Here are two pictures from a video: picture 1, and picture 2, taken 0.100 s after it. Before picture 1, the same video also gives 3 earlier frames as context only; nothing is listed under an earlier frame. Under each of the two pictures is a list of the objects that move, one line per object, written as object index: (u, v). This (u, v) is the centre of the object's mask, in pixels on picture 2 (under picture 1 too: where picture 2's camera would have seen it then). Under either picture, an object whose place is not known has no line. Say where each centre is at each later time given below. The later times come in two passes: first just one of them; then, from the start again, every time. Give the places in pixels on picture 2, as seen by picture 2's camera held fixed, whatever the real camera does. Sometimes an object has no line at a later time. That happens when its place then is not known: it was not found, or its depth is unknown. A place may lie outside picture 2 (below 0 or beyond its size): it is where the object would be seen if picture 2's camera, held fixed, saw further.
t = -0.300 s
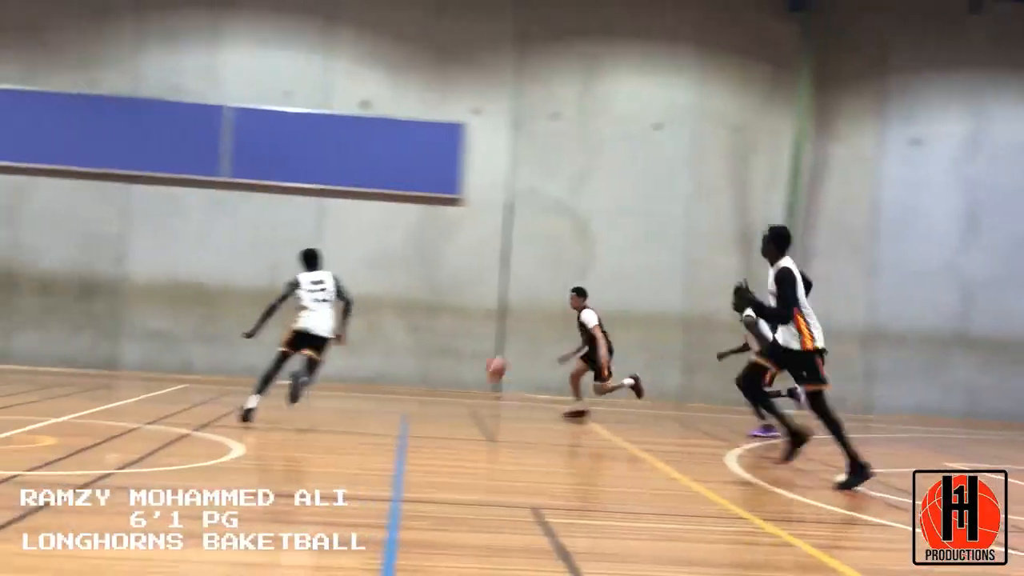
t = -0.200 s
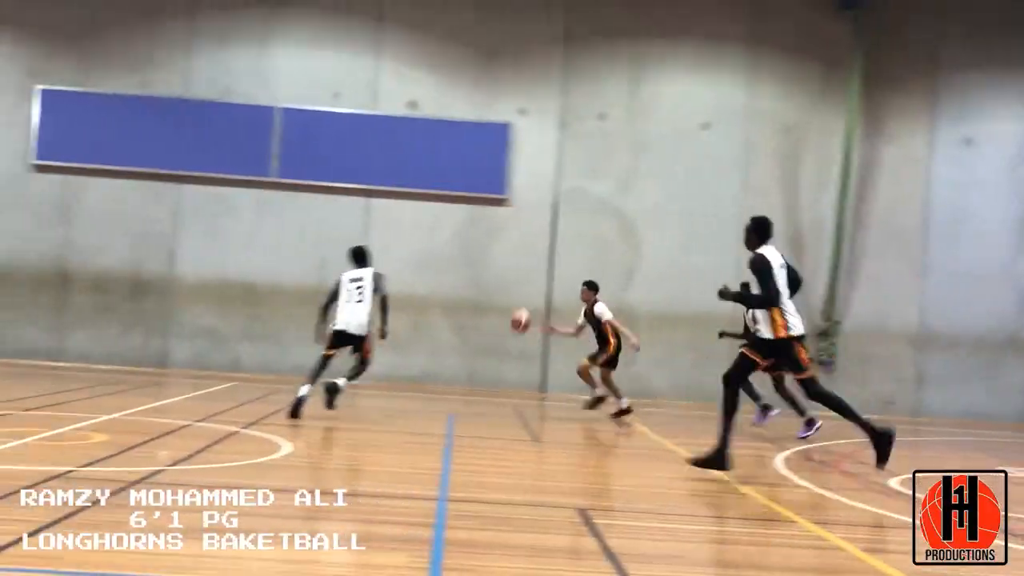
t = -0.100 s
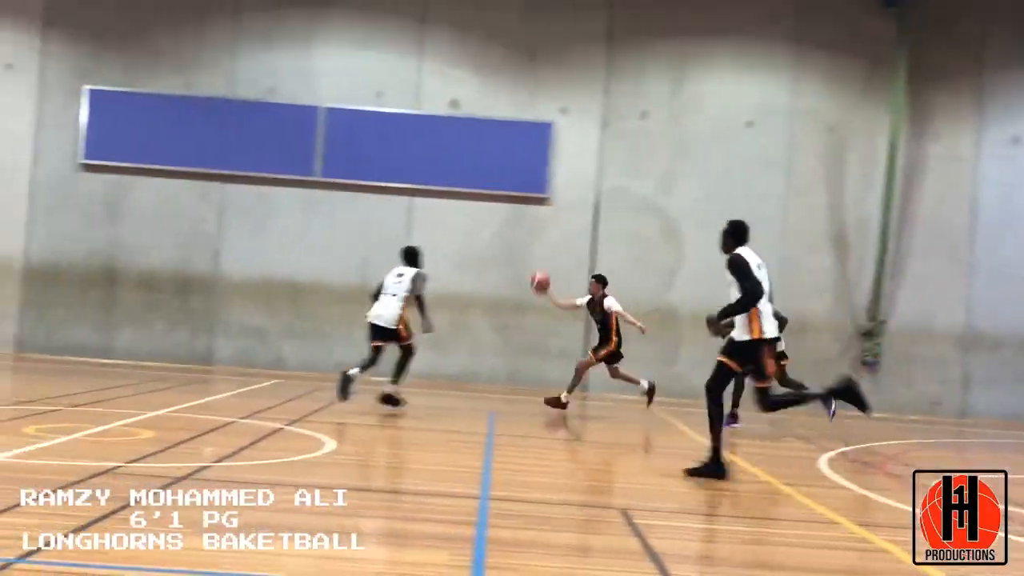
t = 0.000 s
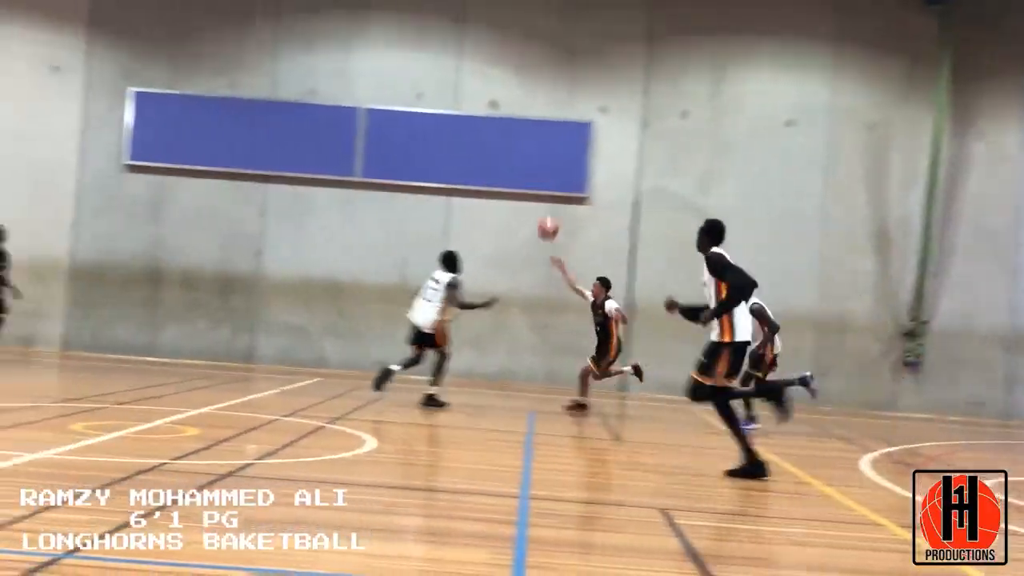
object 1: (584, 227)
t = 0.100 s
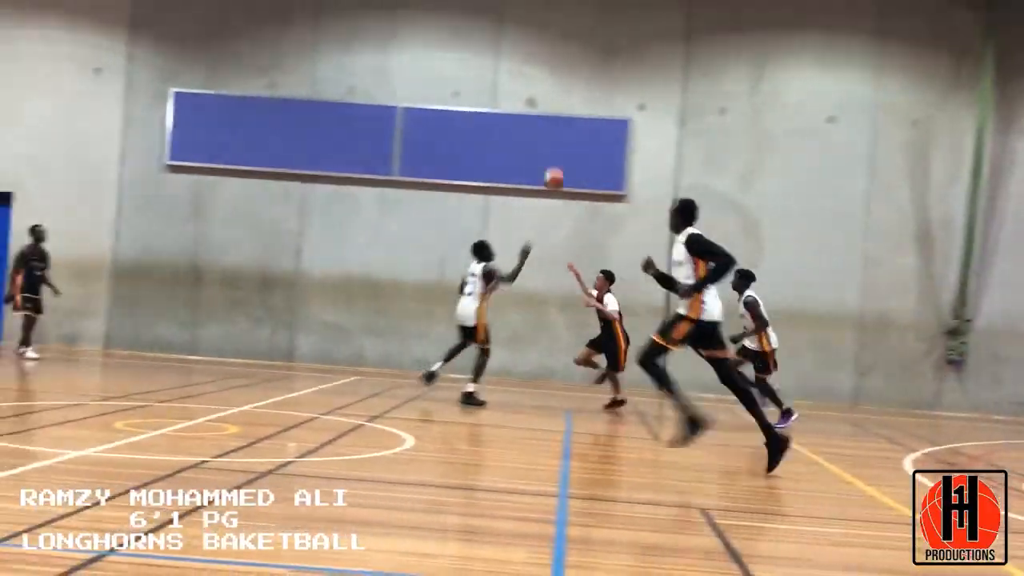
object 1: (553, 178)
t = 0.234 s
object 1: (513, 130)
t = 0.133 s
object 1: (543, 166)
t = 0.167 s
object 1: (533, 152)
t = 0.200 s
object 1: (523, 140)
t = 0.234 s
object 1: (513, 130)
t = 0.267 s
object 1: (501, 120)
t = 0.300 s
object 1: (491, 110)
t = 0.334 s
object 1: (480, 102)
